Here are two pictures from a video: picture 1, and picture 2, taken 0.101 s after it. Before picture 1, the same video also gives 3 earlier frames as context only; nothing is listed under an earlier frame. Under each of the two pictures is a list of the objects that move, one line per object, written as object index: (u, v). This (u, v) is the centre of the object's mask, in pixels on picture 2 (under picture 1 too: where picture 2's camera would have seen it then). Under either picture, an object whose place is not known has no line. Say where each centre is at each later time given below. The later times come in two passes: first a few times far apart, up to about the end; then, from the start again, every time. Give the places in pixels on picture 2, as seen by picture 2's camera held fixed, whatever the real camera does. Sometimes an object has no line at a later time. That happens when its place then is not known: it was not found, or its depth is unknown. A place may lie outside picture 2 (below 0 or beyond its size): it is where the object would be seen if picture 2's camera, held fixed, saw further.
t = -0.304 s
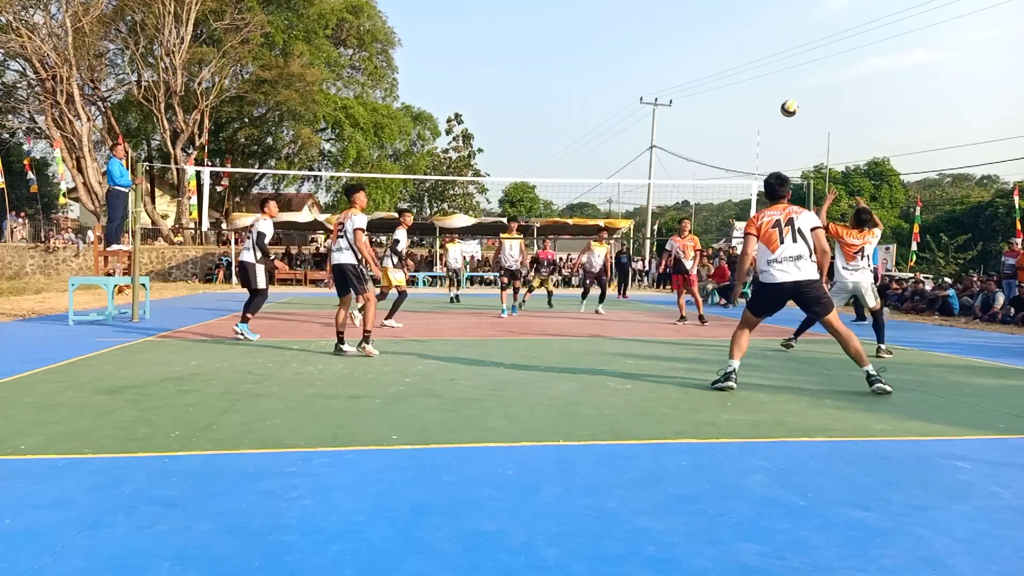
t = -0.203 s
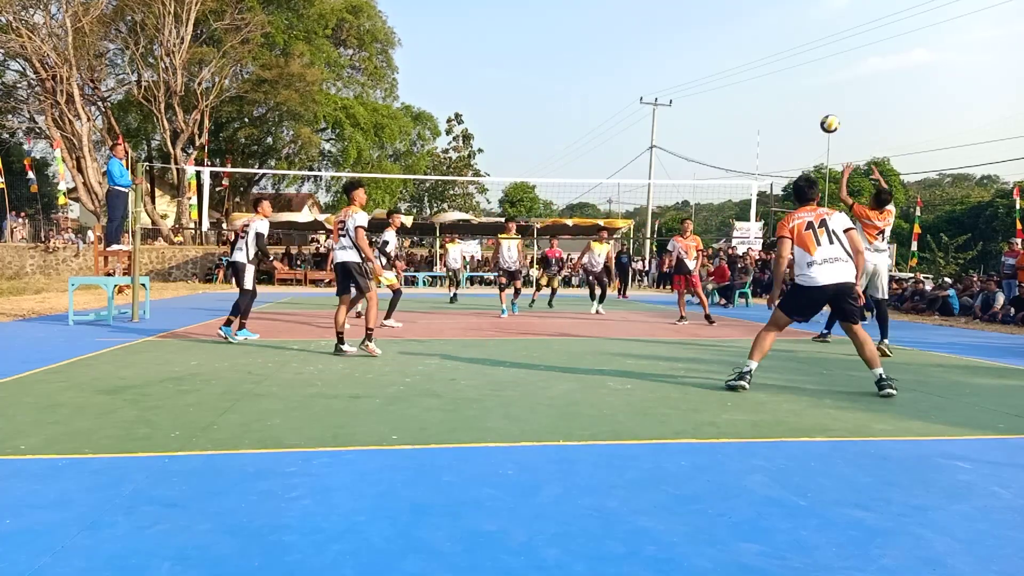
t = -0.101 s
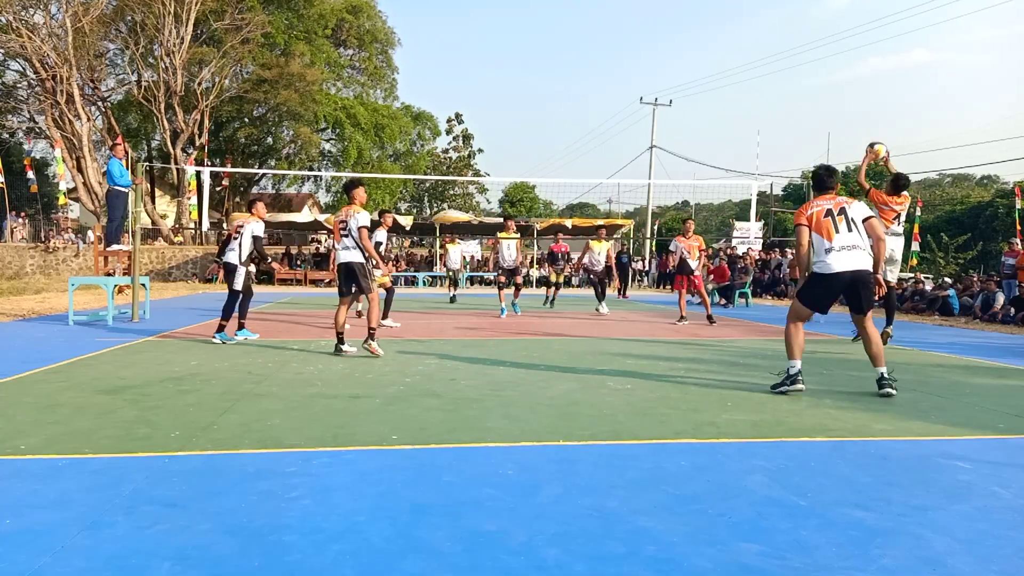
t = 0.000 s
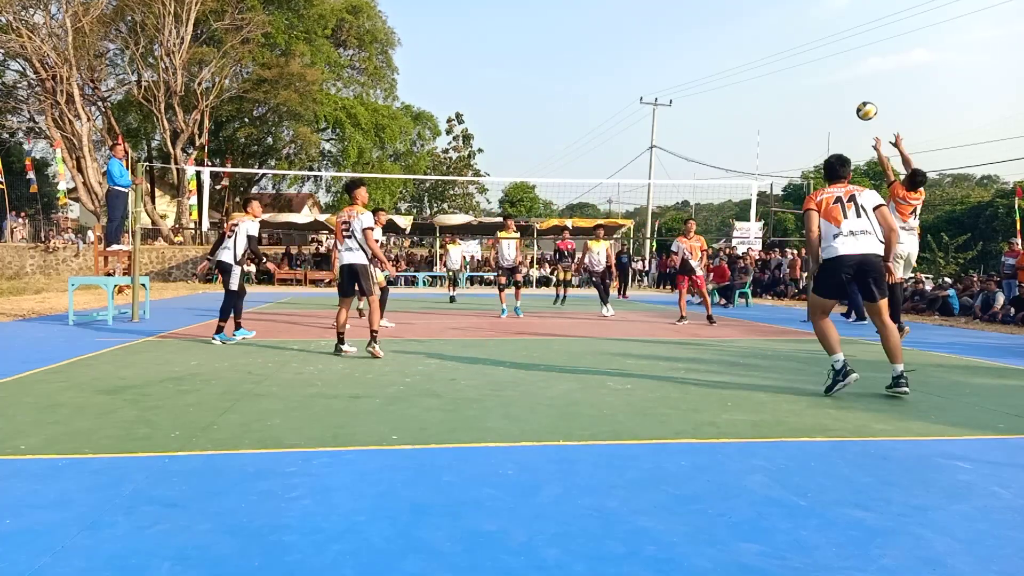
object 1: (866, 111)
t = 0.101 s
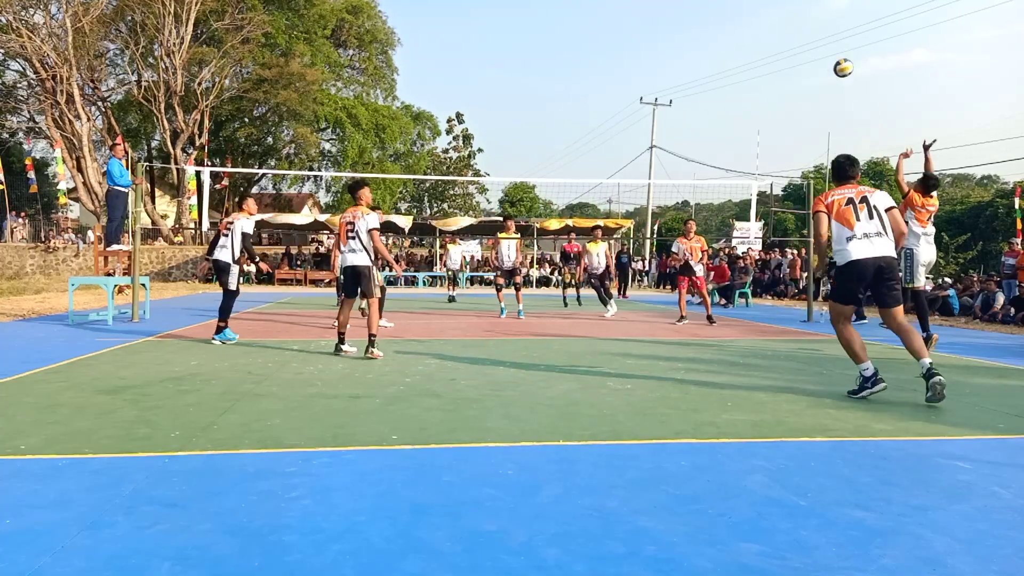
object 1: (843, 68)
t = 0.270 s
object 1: (807, 22)
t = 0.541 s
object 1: (759, 5)
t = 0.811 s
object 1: (722, 37)
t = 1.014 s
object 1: (697, 90)
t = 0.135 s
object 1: (836, 56)
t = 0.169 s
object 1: (828, 46)
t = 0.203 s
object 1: (821, 37)
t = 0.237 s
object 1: (814, 29)
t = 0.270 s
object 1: (807, 22)
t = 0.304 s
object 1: (801, 16)
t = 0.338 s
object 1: (794, 11)
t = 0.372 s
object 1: (788, 8)
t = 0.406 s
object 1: (782, 6)
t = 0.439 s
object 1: (776, 5)
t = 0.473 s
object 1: (770, 5)
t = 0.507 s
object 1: (765, 5)
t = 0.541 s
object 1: (759, 5)
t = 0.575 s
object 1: (754, 6)
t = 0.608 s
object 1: (749, 7)
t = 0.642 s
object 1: (745, 9)
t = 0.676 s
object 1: (740, 13)
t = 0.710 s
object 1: (735, 18)
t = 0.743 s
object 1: (731, 23)
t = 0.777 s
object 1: (726, 30)
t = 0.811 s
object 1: (722, 37)
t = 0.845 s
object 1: (718, 44)
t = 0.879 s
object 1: (713, 52)
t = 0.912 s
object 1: (709, 61)
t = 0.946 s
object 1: (705, 70)
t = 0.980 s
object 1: (701, 79)
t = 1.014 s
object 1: (697, 90)
